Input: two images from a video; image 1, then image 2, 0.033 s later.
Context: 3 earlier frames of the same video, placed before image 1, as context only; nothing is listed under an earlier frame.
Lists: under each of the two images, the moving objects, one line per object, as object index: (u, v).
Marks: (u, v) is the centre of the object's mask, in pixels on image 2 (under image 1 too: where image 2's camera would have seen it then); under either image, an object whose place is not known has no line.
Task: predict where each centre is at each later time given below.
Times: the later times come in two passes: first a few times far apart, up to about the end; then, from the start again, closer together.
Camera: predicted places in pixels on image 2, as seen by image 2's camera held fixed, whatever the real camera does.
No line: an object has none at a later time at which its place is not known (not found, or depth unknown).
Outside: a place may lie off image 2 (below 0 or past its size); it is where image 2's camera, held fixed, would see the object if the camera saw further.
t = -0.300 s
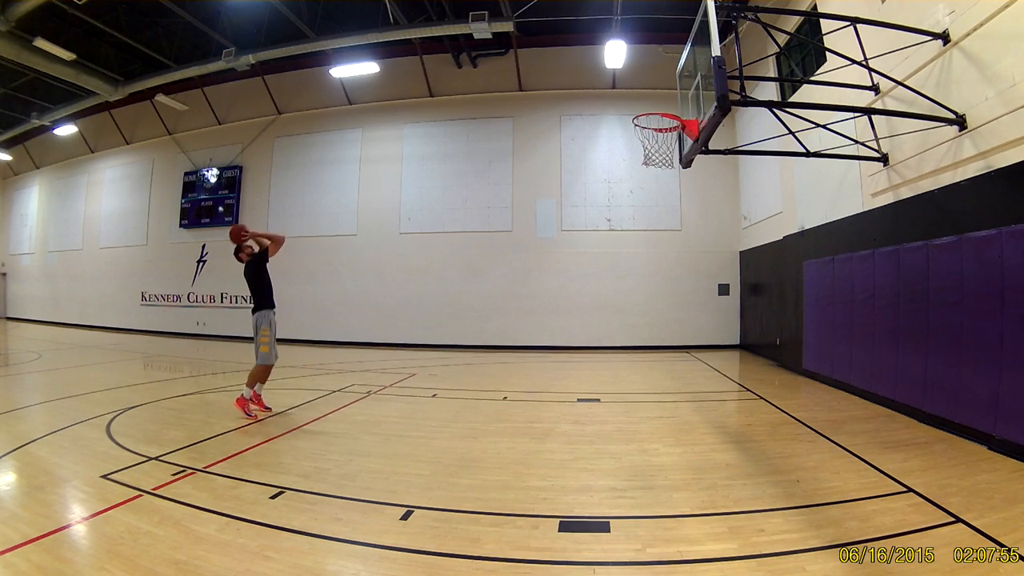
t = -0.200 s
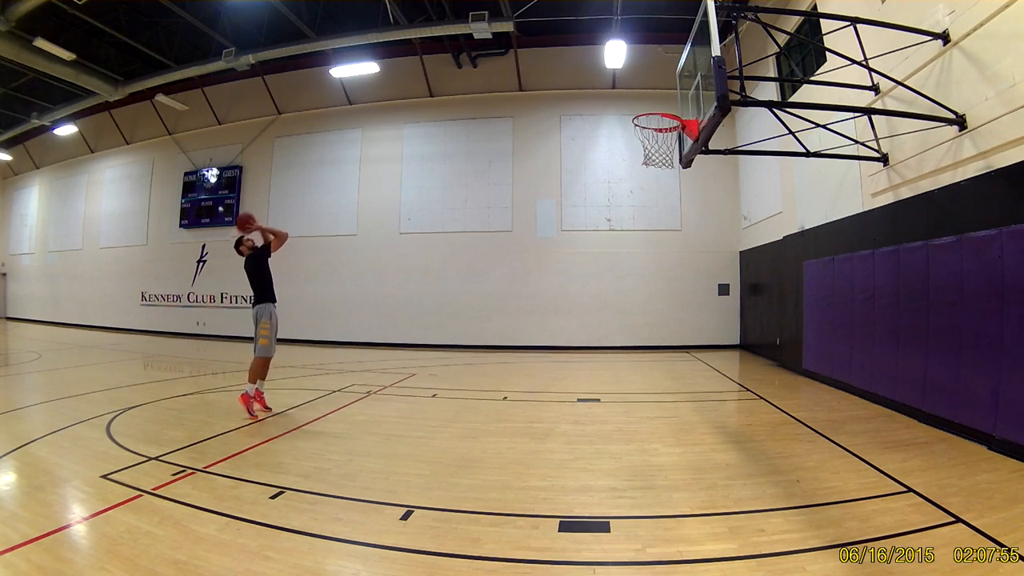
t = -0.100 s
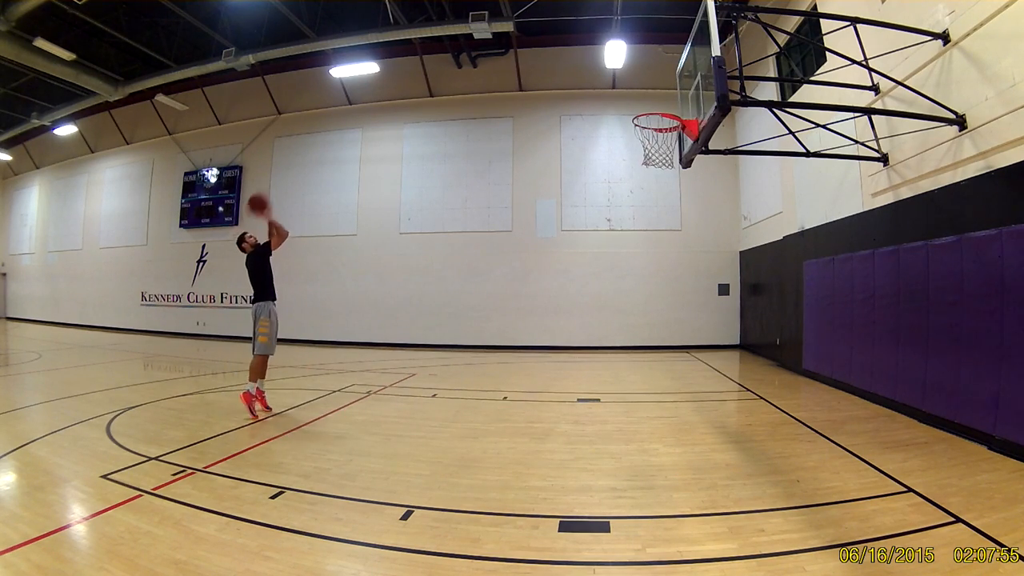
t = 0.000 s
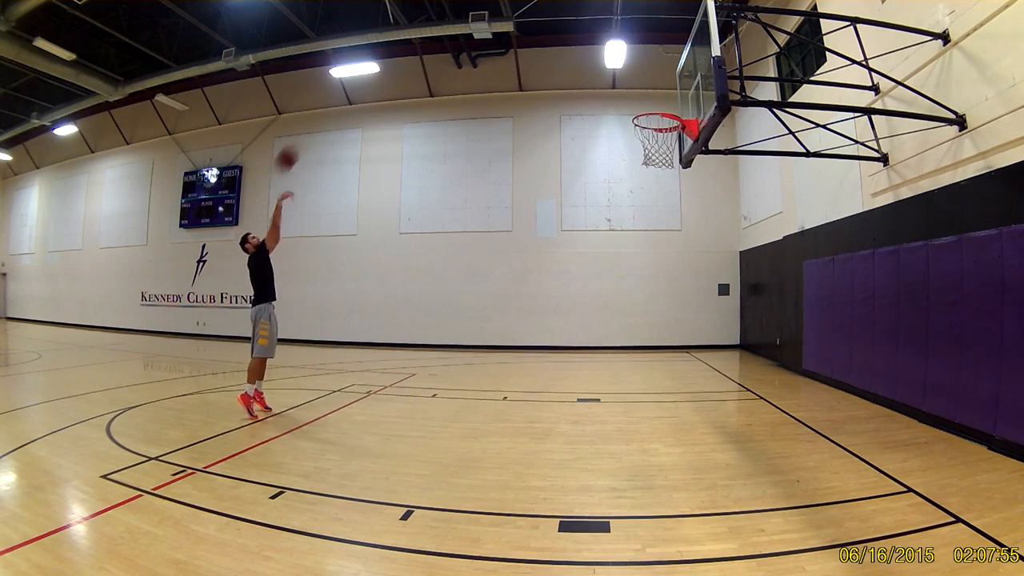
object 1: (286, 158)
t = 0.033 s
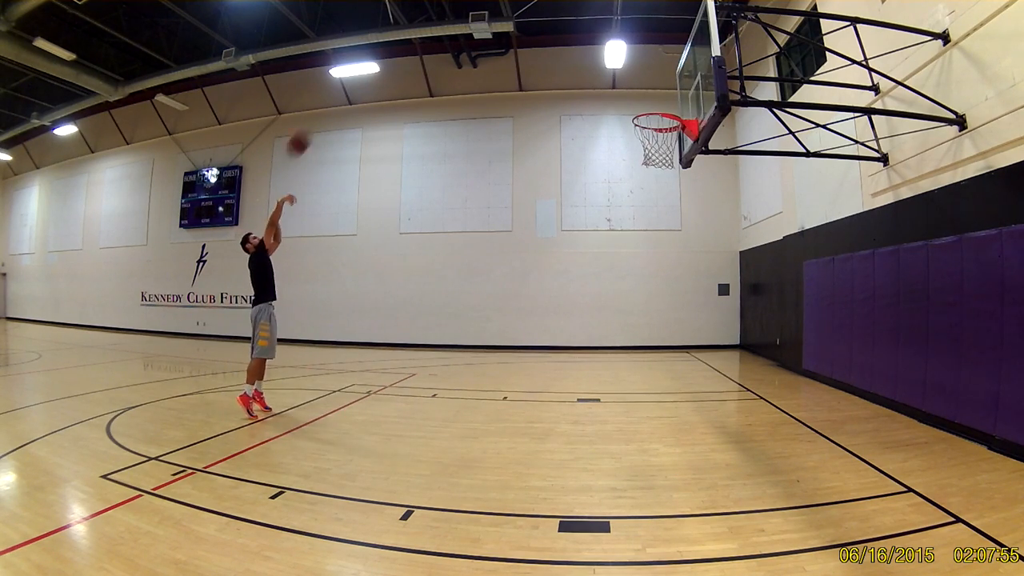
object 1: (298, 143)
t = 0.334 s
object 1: (412, 52)
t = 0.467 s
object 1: (463, 39)
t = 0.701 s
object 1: (557, 49)
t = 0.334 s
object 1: (412, 52)
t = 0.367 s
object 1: (426, 46)
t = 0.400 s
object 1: (437, 44)
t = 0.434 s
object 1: (451, 41)
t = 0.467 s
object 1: (463, 39)
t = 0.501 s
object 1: (476, 37)
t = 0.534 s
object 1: (490, 37)
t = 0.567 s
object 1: (503, 38)
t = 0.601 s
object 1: (517, 39)
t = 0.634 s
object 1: (531, 41)
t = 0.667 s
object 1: (544, 45)
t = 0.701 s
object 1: (557, 49)
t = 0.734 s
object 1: (572, 57)
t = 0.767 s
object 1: (585, 63)
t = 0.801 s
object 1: (595, 72)
